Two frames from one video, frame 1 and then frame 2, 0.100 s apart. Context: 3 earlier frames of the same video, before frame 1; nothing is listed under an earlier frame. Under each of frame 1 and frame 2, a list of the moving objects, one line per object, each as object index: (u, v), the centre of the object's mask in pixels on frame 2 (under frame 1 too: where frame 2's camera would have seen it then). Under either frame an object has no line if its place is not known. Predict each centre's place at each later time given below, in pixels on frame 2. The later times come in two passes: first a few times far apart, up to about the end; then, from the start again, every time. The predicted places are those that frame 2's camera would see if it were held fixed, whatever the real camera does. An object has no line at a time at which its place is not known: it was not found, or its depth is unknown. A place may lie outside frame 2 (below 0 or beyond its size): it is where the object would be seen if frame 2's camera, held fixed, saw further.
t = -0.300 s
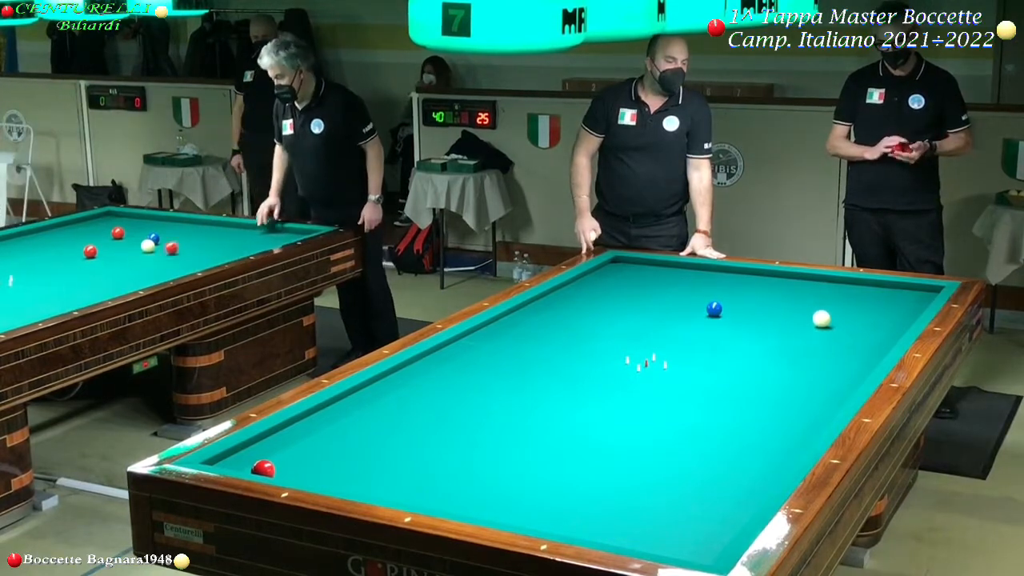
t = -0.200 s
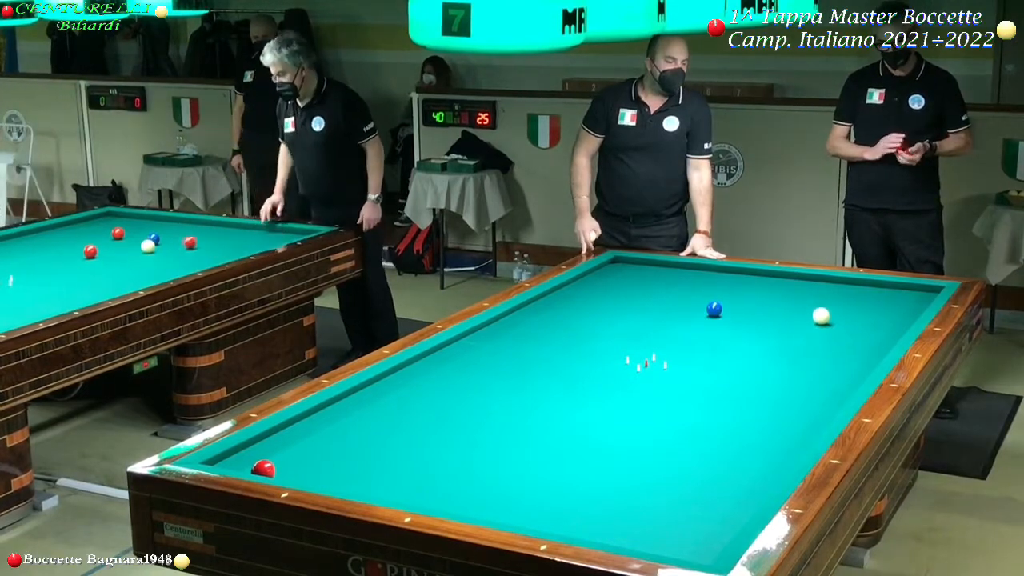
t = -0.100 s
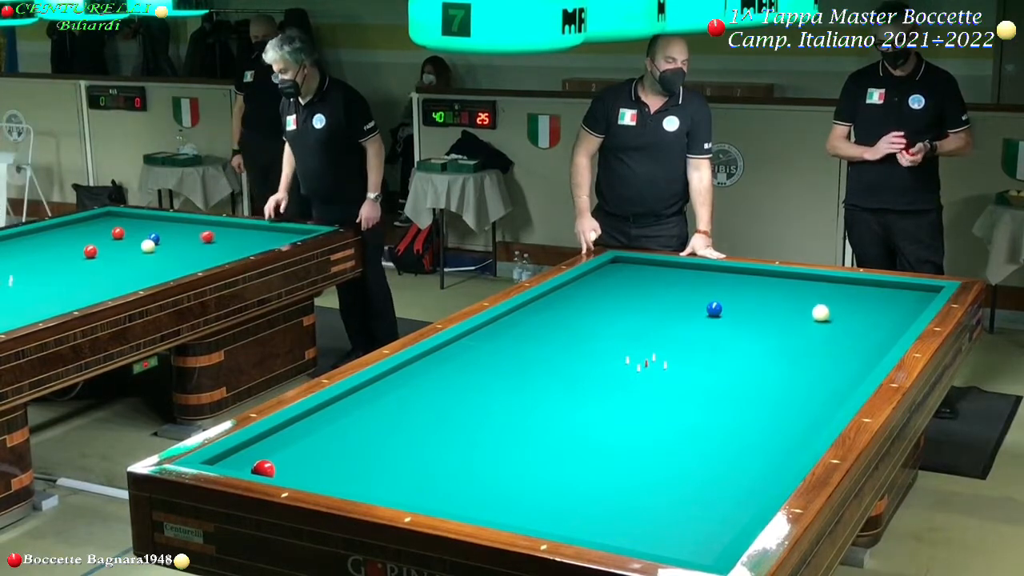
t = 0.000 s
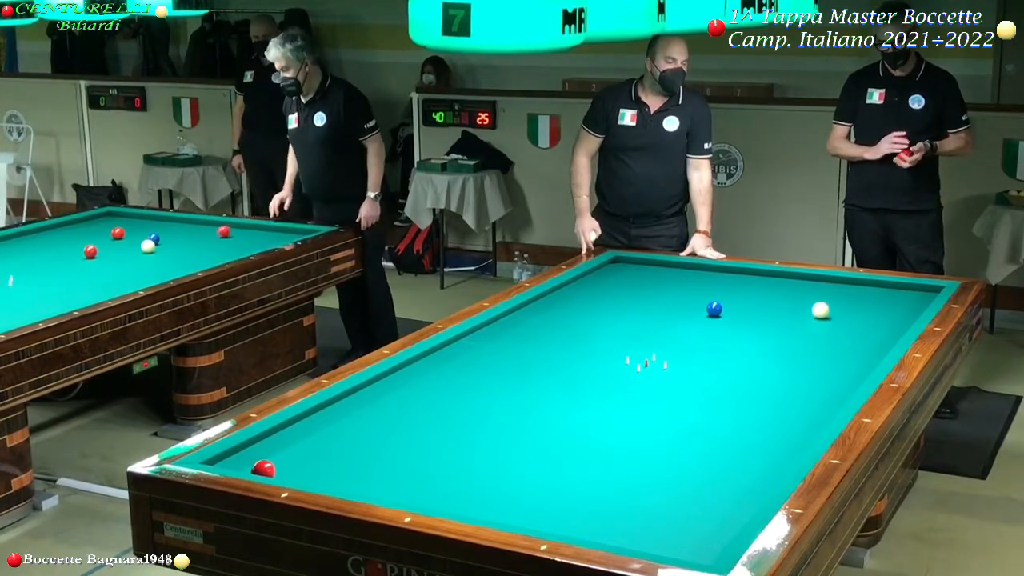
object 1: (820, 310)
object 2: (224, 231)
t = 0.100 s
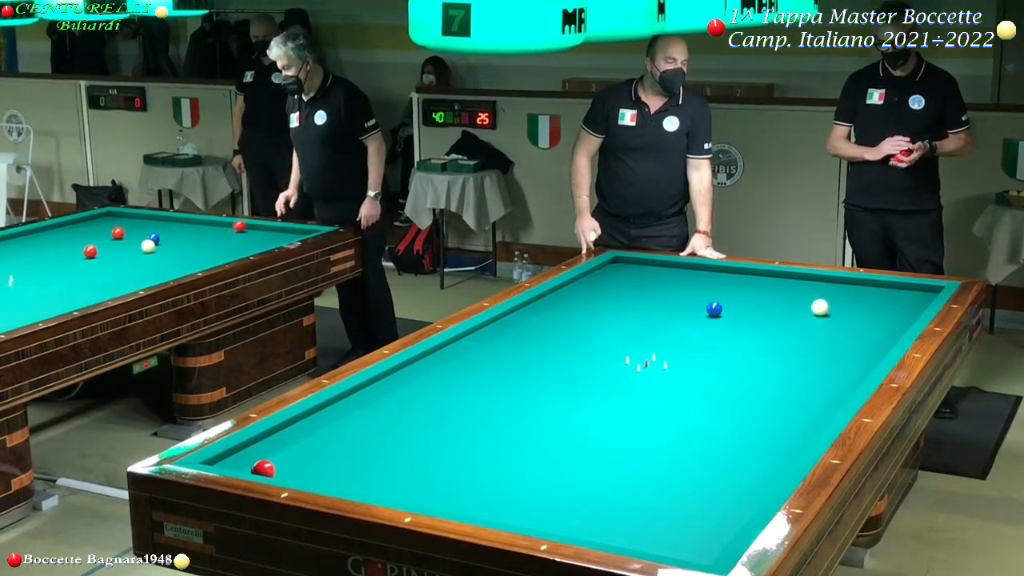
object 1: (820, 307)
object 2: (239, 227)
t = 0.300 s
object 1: (819, 302)
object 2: (219, 232)
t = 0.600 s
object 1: (818, 294)
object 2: (183, 241)
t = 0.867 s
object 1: (817, 288)
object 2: (155, 248)
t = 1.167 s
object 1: (816, 281)
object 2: (120, 257)
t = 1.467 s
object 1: (813, 277)
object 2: (85, 266)
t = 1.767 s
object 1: (803, 279)
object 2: (48, 276)
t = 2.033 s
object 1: (794, 281)
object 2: (15, 284)
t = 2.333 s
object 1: (785, 283)
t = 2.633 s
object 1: (776, 285)
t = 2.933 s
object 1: (767, 286)
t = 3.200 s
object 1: (760, 287)
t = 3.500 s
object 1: (753, 289)
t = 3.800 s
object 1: (747, 290)
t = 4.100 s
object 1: (740, 291)
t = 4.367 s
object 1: (735, 292)
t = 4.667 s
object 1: (730, 293)
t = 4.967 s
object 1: (726, 294)
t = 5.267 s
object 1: (723, 295)
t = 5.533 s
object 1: (720, 295)
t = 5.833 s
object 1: (718, 295)
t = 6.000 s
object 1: (717, 295)
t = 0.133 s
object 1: (820, 306)
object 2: (243, 226)
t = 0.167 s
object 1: (820, 305)
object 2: (238, 227)
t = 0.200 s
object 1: (820, 304)
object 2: (234, 228)
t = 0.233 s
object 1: (819, 303)
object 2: (228, 229)
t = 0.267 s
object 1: (819, 302)
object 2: (223, 230)
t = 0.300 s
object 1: (819, 302)
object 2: (219, 232)
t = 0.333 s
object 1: (819, 301)
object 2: (214, 233)
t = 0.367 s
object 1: (819, 300)
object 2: (210, 234)
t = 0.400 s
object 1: (819, 299)
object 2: (206, 235)
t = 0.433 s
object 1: (818, 298)
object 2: (201, 236)
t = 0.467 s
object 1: (819, 297)
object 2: (198, 237)
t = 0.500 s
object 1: (818, 297)
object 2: (194, 238)
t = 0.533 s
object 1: (818, 296)
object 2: (190, 239)
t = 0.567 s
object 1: (818, 295)
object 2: (187, 240)
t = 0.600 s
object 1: (818, 294)
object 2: (183, 241)
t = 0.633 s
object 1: (818, 293)
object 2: (180, 242)
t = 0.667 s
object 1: (818, 293)
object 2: (176, 243)
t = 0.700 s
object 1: (818, 292)
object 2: (173, 244)
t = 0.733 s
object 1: (818, 291)
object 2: (169, 245)
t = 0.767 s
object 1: (817, 290)
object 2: (165, 245)
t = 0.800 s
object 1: (817, 290)
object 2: (162, 247)
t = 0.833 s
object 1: (817, 289)
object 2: (158, 248)
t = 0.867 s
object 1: (817, 288)
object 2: (155, 248)
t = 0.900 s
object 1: (817, 287)
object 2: (151, 249)
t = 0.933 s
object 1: (817, 286)
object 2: (147, 250)
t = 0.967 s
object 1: (817, 286)
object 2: (143, 251)
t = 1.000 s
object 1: (817, 285)
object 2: (139, 253)
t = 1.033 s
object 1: (816, 284)
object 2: (135, 253)
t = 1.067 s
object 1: (816, 284)
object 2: (132, 254)
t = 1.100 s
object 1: (816, 283)
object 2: (128, 255)
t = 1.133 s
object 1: (816, 282)
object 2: (124, 256)
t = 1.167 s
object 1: (816, 281)
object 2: (120, 257)
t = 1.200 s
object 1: (816, 281)
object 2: (117, 258)
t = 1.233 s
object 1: (816, 280)
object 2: (113, 259)
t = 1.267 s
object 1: (815, 279)
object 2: (109, 260)
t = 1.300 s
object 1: (815, 279)
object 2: (105, 261)
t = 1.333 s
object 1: (815, 278)
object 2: (101, 262)
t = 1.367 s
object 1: (815, 277)
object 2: (97, 263)
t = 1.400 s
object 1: (815, 277)
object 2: (93, 264)
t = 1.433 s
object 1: (815, 276)
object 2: (89, 265)
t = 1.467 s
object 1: (813, 277)
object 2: (85, 266)
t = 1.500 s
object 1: (812, 277)
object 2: (81, 267)
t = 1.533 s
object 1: (811, 277)
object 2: (77, 268)
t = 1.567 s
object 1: (810, 277)
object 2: (73, 269)
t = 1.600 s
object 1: (809, 278)
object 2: (69, 270)
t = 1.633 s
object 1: (807, 278)
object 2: (65, 271)
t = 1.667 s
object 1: (806, 278)
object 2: (61, 272)
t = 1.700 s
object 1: (805, 278)
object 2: (57, 273)
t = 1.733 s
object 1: (804, 278)
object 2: (53, 275)
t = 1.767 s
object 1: (803, 279)
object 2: (48, 276)
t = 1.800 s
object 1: (802, 279)
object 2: (44, 277)
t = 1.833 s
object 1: (801, 279)
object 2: (40, 278)
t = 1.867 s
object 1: (799, 279)
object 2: (36, 279)
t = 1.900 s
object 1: (798, 280)
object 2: (32, 280)
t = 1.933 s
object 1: (797, 280)
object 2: (28, 281)
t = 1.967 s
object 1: (796, 280)
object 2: (23, 282)
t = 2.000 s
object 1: (795, 280)
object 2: (19, 283)
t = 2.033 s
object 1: (794, 281)
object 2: (15, 284)
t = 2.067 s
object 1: (793, 281)
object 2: (10, 285)
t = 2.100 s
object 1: (792, 281)
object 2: (7, 286)
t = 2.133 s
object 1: (791, 281)
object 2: (5, 288)
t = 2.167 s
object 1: (790, 281)
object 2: (2, 289)
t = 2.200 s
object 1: (789, 282)
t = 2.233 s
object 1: (788, 282)
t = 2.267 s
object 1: (787, 282)
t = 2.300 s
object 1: (786, 282)
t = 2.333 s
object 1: (785, 283)
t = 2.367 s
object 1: (784, 283)
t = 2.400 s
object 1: (783, 283)
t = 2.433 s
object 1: (782, 283)
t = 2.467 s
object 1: (781, 283)
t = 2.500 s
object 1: (780, 284)
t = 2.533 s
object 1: (779, 284)
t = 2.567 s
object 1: (778, 284)
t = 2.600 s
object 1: (777, 284)
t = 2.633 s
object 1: (776, 285)
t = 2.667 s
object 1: (775, 285)
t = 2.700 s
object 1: (774, 285)
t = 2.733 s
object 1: (773, 285)
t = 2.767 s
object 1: (772, 285)
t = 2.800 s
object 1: (771, 285)
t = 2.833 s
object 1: (770, 286)
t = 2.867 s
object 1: (769, 286)
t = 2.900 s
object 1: (769, 286)
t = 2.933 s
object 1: (767, 286)
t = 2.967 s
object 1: (766, 286)
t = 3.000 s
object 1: (766, 287)
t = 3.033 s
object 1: (765, 286)
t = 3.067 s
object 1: (764, 287)
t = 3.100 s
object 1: (763, 287)
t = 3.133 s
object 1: (762, 287)
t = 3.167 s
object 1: (761, 287)
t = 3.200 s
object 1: (760, 287)
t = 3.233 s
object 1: (759, 288)
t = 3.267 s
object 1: (759, 288)
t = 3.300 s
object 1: (758, 288)
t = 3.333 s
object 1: (757, 288)
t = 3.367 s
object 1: (756, 288)
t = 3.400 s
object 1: (756, 289)
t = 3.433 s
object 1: (755, 289)
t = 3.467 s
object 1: (754, 289)
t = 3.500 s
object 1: (753, 289)
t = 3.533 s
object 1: (752, 289)
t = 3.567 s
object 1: (752, 289)
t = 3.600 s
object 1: (751, 289)
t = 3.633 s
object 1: (750, 290)
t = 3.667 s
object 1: (749, 290)
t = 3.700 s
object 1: (748, 290)
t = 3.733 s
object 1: (748, 290)
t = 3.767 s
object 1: (747, 290)
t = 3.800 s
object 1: (747, 290)
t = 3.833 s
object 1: (746, 290)
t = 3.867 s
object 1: (745, 291)
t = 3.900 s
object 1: (744, 291)
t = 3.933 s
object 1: (744, 291)
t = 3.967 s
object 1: (743, 291)
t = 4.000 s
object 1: (742, 291)
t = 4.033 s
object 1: (741, 291)
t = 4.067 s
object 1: (741, 291)
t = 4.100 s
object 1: (740, 291)
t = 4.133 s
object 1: (740, 291)
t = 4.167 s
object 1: (739, 292)
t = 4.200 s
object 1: (738, 292)
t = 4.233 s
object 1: (738, 292)
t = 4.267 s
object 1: (737, 292)
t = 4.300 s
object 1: (737, 292)
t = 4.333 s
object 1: (736, 292)
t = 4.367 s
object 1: (735, 292)
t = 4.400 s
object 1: (735, 292)
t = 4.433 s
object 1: (734, 293)
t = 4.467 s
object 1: (734, 293)
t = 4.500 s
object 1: (733, 293)
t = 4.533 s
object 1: (732, 293)
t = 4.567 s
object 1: (732, 293)
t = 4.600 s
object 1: (731, 293)
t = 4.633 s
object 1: (731, 293)
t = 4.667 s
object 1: (730, 293)
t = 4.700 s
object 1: (730, 294)
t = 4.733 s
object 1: (729, 294)
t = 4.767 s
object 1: (729, 294)
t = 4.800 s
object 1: (728, 294)
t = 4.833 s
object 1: (728, 294)
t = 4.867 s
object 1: (727, 294)
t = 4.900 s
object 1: (727, 294)
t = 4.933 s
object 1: (726, 294)
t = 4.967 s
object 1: (726, 294)
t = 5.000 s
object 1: (726, 294)
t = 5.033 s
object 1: (725, 294)
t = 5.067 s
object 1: (725, 294)
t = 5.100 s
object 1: (724, 294)
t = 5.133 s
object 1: (724, 294)
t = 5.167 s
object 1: (724, 294)
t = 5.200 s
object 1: (723, 294)
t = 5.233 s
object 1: (723, 294)
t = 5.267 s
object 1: (723, 295)
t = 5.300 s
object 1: (722, 295)
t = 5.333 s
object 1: (722, 295)
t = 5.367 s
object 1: (722, 295)
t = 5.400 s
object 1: (722, 295)
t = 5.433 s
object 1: (721, 295)
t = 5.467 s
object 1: (721, 295)
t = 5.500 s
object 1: (721, 295)
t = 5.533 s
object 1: (720, 295)
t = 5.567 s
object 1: (720, 295)
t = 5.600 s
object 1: (720, 295)
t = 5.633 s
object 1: (719, 295)
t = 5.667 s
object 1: (719, 295)
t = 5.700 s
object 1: (719, 295)
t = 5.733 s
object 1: (719, 295)
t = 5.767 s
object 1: (719, 295)
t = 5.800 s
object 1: (718, 295)
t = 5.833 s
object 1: (718, 295)
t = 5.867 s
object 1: (718, 295)
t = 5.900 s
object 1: (717, 295)
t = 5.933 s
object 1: (717, 295)
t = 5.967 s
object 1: (717, 295)
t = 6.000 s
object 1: (717, 295)
